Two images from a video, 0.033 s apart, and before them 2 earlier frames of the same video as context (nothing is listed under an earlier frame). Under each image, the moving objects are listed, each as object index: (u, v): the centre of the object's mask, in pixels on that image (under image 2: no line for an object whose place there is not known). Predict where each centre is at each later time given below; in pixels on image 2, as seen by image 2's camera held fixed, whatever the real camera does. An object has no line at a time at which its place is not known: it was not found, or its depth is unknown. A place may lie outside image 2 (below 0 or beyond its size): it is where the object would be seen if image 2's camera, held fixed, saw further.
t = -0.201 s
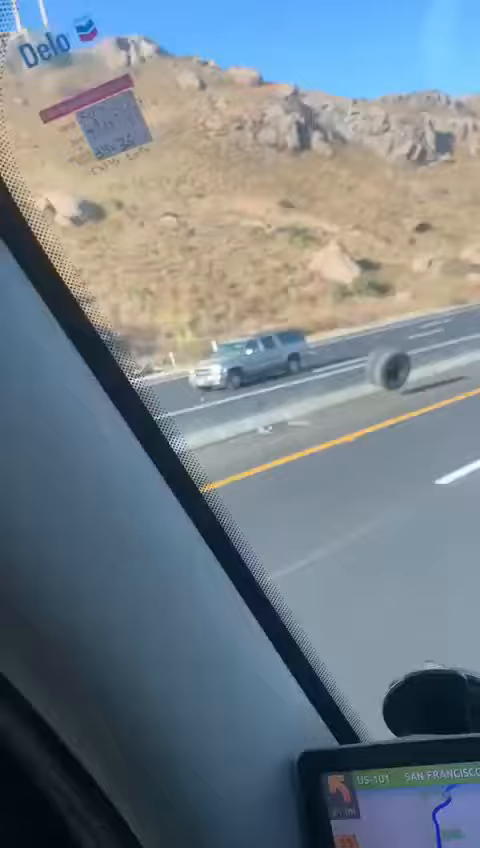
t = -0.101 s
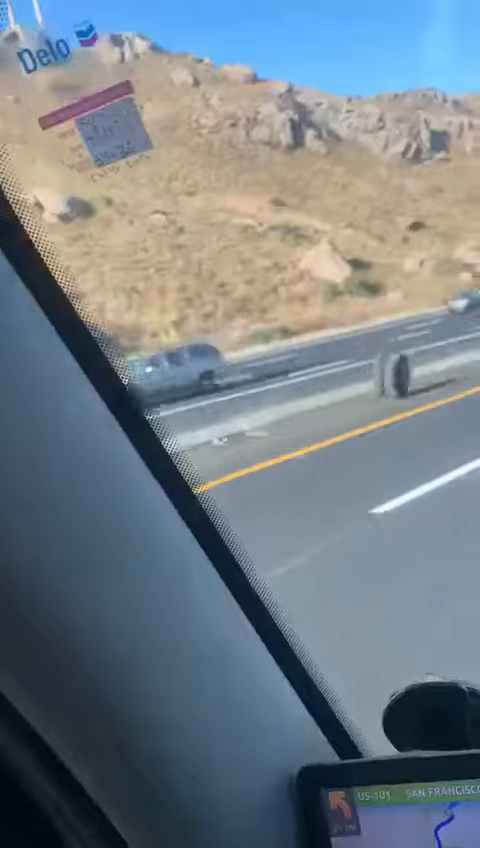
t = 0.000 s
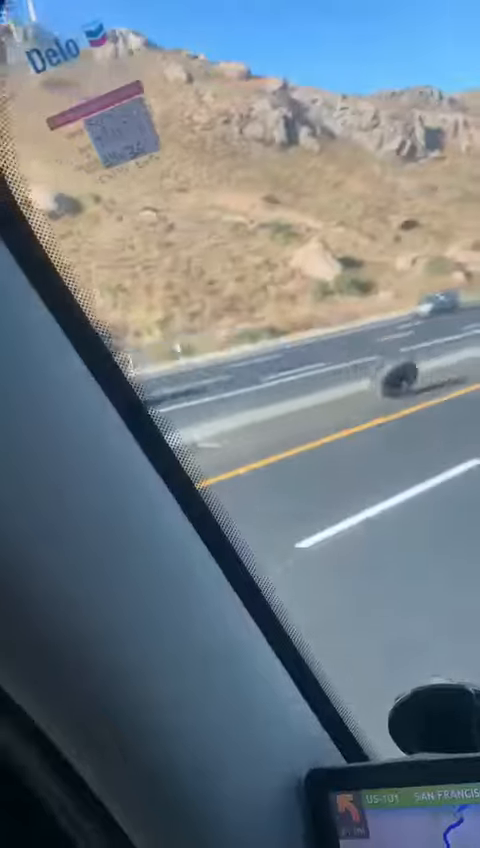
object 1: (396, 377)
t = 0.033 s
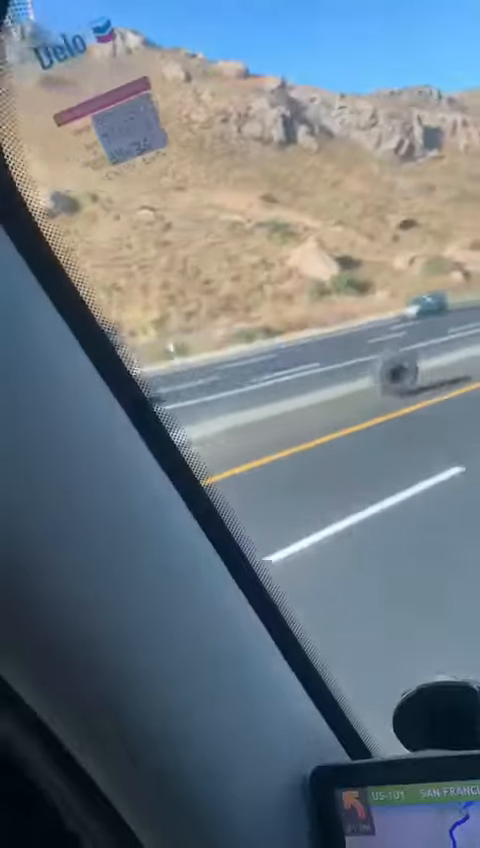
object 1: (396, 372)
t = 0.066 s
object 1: (398, 367)
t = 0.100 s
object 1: (401, 366)
